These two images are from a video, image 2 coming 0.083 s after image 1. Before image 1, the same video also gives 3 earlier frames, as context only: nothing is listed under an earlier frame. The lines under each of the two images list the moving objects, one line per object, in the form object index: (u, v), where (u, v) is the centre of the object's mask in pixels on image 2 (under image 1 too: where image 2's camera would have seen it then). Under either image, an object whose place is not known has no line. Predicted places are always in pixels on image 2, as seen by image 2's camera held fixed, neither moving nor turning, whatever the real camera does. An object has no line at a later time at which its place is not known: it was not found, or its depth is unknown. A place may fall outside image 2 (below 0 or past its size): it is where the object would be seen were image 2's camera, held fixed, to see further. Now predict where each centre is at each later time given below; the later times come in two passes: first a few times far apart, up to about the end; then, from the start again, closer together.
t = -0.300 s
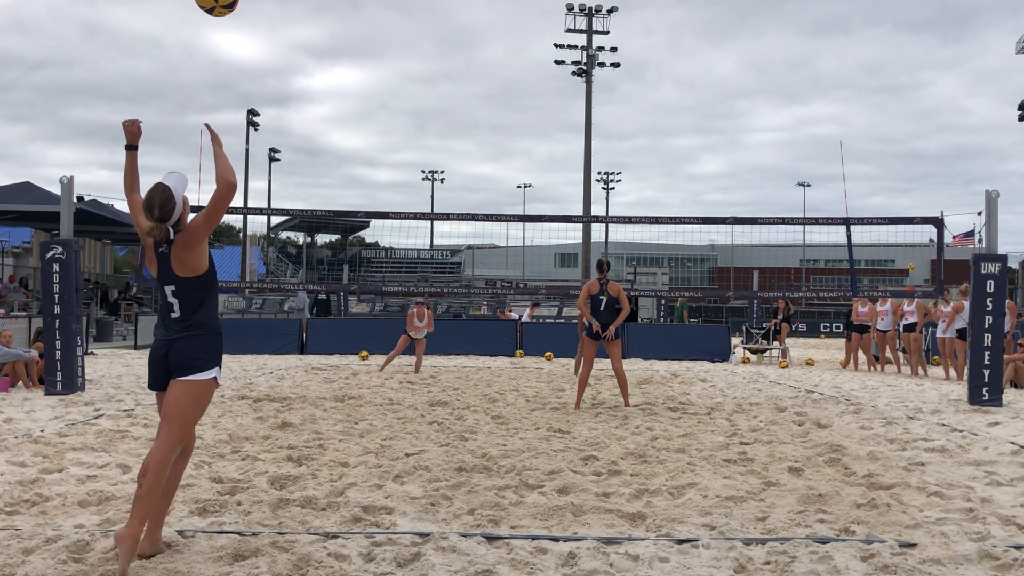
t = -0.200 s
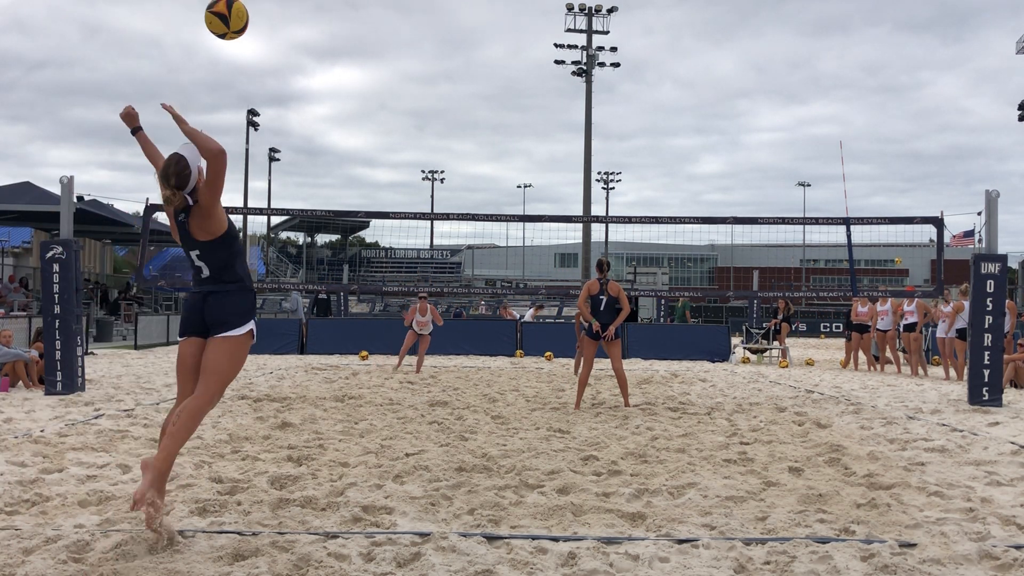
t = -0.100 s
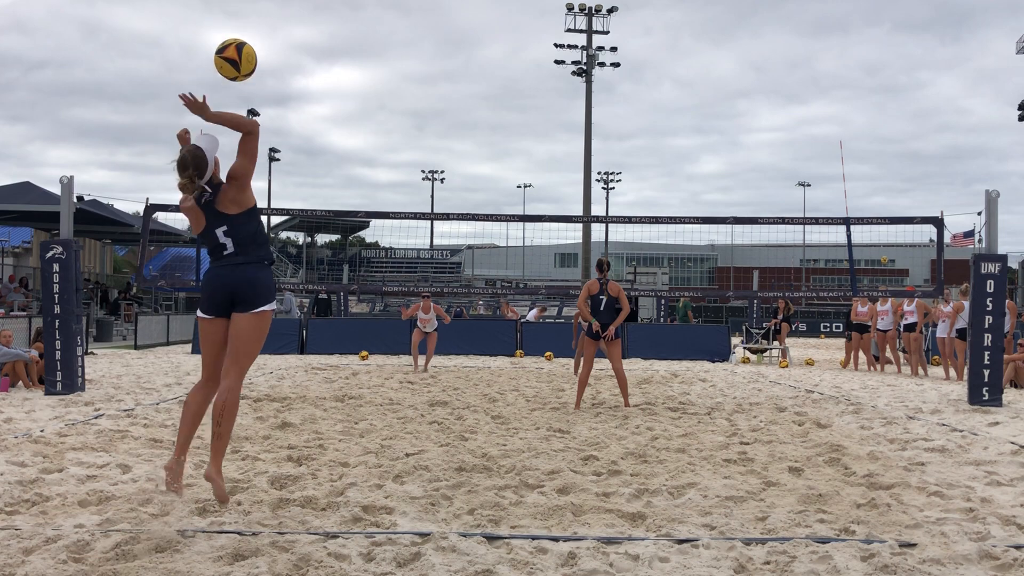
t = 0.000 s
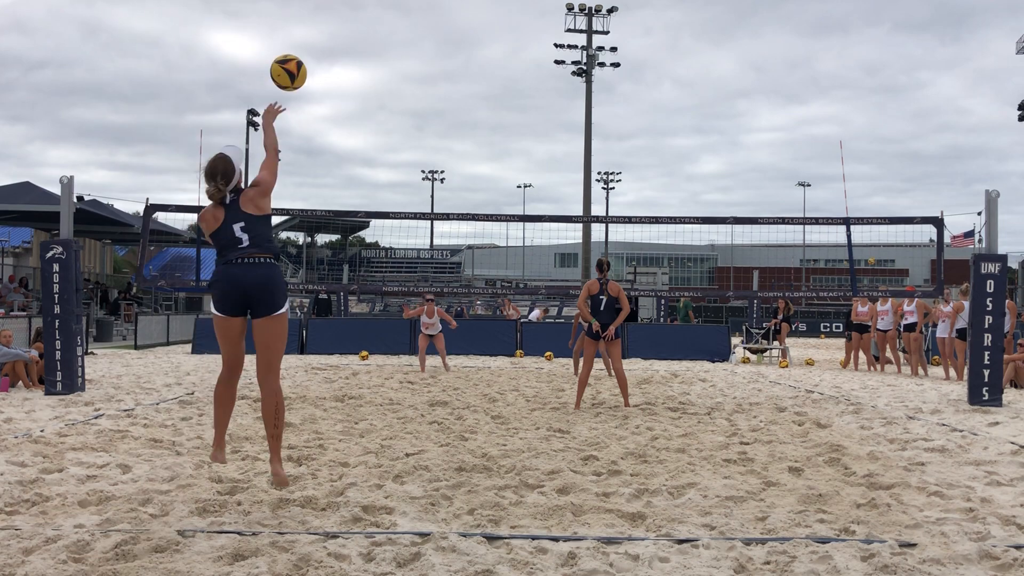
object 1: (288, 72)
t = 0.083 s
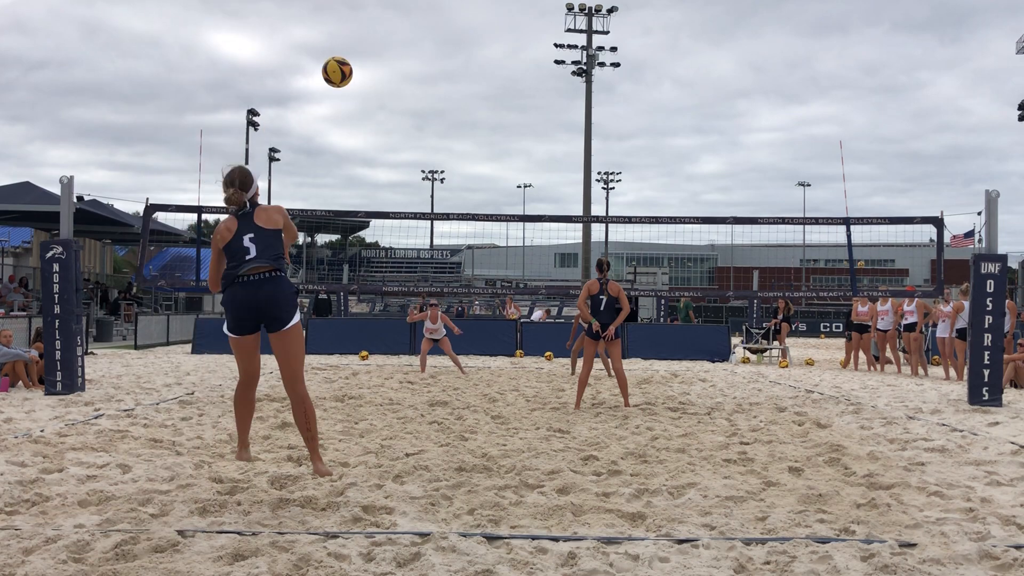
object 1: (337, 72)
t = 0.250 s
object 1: (402, 90)
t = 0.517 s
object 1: (462, 156)
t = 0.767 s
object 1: (492, 236)
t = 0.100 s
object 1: (345, 73)
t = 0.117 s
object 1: (353, 74)
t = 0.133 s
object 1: (360, 75)
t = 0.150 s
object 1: (367, 77)
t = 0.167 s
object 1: (373, 78)
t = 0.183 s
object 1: (380, 80)
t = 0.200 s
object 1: (386, 83)
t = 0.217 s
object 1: (391, 85)
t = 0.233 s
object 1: (397, 88)
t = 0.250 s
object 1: (402, 90)
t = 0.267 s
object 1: (407, 94)
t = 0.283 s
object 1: (412, 97)
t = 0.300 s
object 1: (416, 100)
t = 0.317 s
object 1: (421, 104)
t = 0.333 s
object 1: (425, 108)
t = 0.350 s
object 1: (429, 111)
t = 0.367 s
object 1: (433, 115)
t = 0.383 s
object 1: (437, 120)
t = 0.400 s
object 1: (440, 124)
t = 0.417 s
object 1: (444, 128)
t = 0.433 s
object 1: (447, 132)
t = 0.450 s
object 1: (450, 137)
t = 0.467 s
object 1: (454, 141)
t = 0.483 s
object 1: (457, 146)
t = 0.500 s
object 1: (459, 151)
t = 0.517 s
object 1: (462, 156)
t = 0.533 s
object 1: (465, 161)
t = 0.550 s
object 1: (467, 166)
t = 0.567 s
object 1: (470, 171)
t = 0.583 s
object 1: (472, 176)
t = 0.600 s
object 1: (474, 181)
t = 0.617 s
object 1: (476, 187)
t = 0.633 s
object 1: (478, 192)
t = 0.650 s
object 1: (480, 197)
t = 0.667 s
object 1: (482, 203)
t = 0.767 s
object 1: (492, 236)
